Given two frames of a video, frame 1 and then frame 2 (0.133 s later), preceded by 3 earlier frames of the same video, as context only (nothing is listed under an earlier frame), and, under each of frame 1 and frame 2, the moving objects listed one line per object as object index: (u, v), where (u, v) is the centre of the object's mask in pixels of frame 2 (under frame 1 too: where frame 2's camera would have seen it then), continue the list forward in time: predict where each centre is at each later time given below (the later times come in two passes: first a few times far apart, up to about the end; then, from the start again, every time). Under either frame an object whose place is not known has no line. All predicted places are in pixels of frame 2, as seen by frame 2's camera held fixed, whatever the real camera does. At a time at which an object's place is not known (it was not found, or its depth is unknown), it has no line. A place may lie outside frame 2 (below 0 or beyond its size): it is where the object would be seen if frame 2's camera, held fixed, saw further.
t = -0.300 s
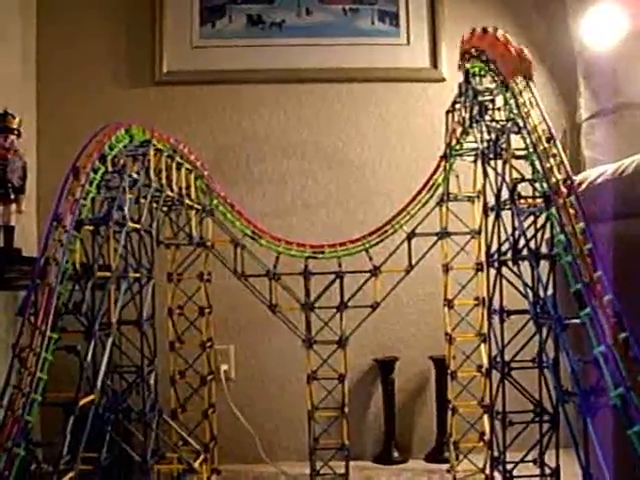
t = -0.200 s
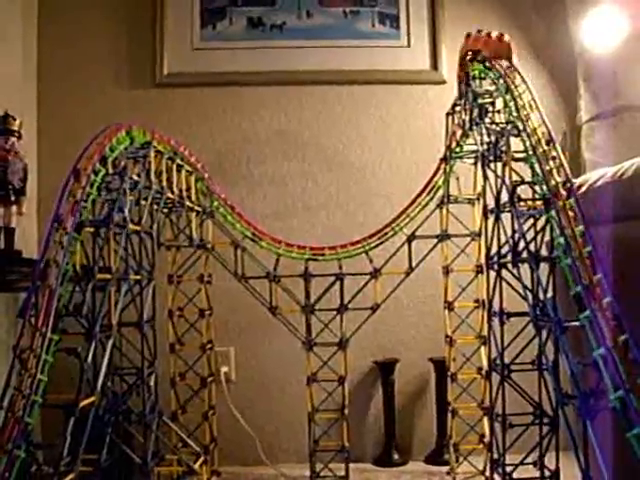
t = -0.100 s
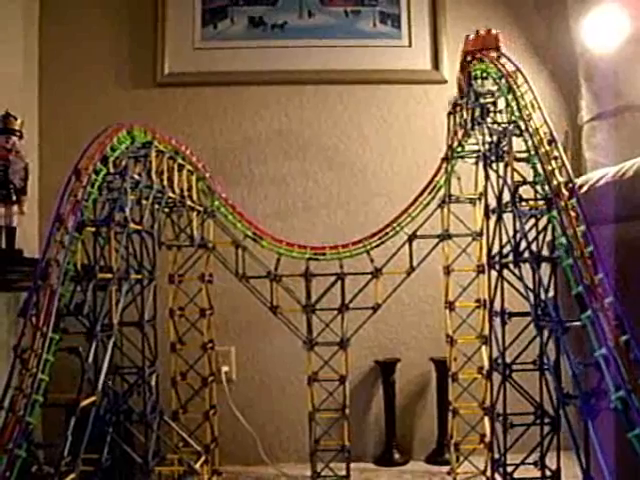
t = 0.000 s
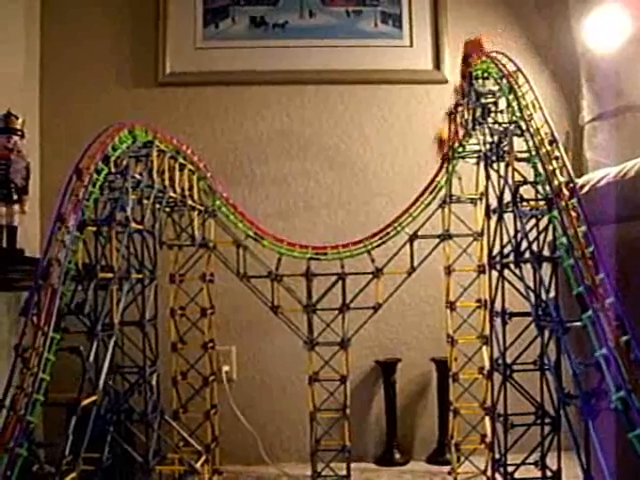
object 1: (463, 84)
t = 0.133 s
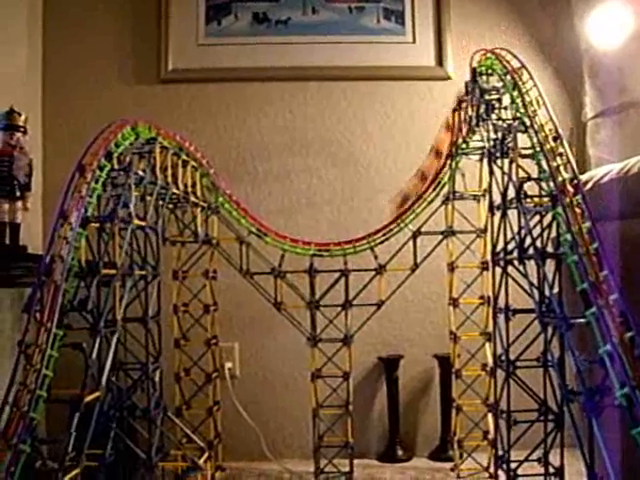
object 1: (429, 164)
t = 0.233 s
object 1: (391, 205)
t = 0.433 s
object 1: (246, 197)
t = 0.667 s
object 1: (183, 136)
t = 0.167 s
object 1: (423, 174)
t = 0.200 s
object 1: (410, 188)
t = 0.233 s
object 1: (391, 205)
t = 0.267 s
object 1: (366, 219)
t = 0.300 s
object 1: (339, 227)
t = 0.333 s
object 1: (314, 229)
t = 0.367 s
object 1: (287, 221)
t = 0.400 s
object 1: (263, 209)
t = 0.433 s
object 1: (246, 197)
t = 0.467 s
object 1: (232, 184)
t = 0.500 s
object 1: (219, 172)
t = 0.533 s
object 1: (211, 163)
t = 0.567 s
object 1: (202, 154)
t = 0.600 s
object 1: (196, 148)
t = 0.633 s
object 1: (191, 142)
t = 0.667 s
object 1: (183, 136)
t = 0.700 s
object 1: (178, 131)
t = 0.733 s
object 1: (171, 127)
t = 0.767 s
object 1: (165, 123)
